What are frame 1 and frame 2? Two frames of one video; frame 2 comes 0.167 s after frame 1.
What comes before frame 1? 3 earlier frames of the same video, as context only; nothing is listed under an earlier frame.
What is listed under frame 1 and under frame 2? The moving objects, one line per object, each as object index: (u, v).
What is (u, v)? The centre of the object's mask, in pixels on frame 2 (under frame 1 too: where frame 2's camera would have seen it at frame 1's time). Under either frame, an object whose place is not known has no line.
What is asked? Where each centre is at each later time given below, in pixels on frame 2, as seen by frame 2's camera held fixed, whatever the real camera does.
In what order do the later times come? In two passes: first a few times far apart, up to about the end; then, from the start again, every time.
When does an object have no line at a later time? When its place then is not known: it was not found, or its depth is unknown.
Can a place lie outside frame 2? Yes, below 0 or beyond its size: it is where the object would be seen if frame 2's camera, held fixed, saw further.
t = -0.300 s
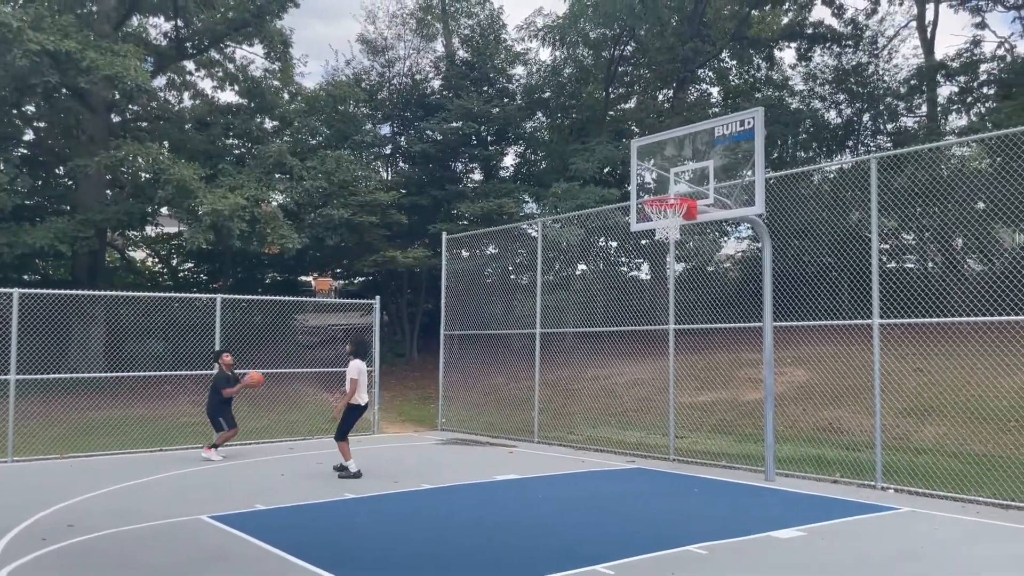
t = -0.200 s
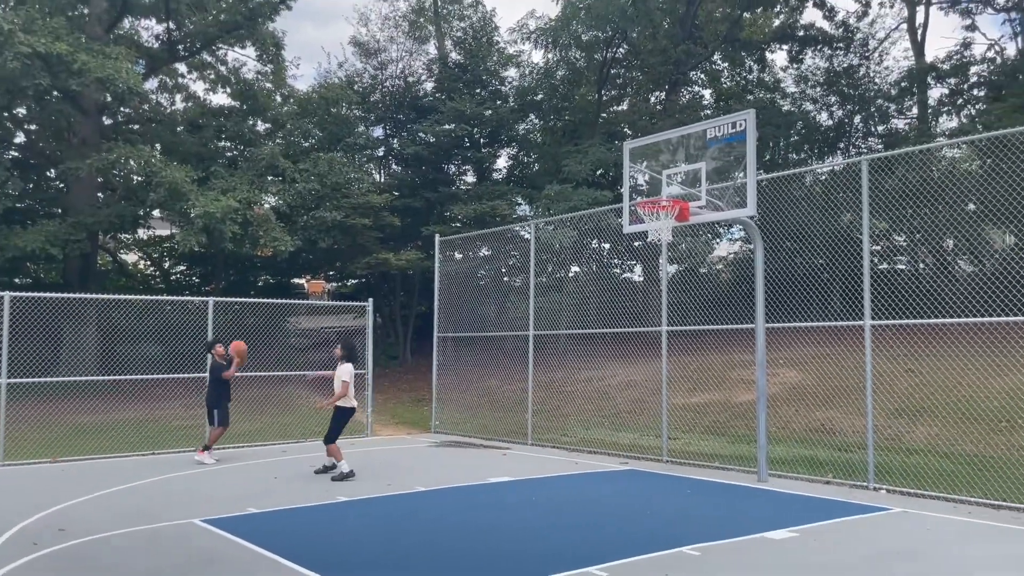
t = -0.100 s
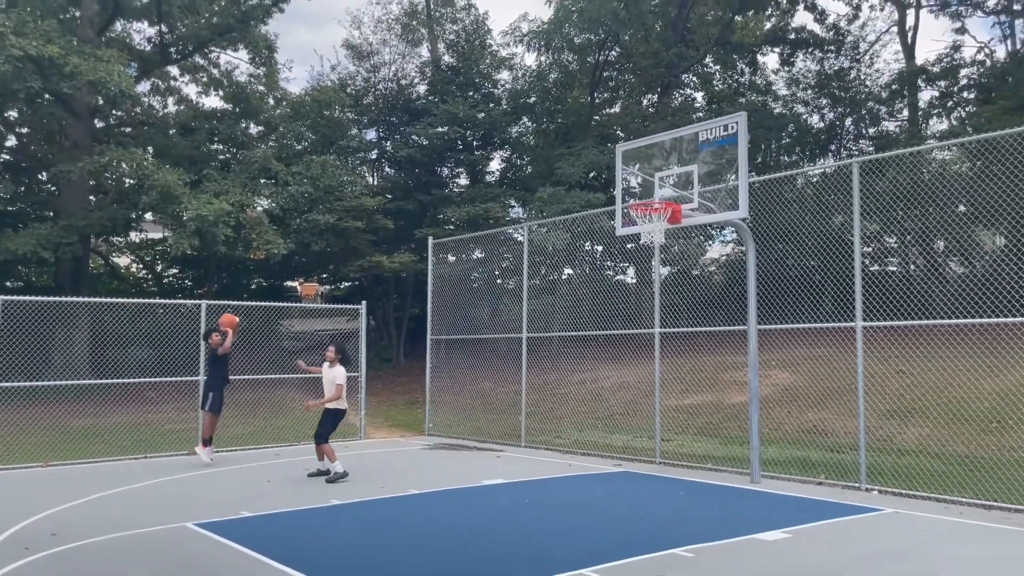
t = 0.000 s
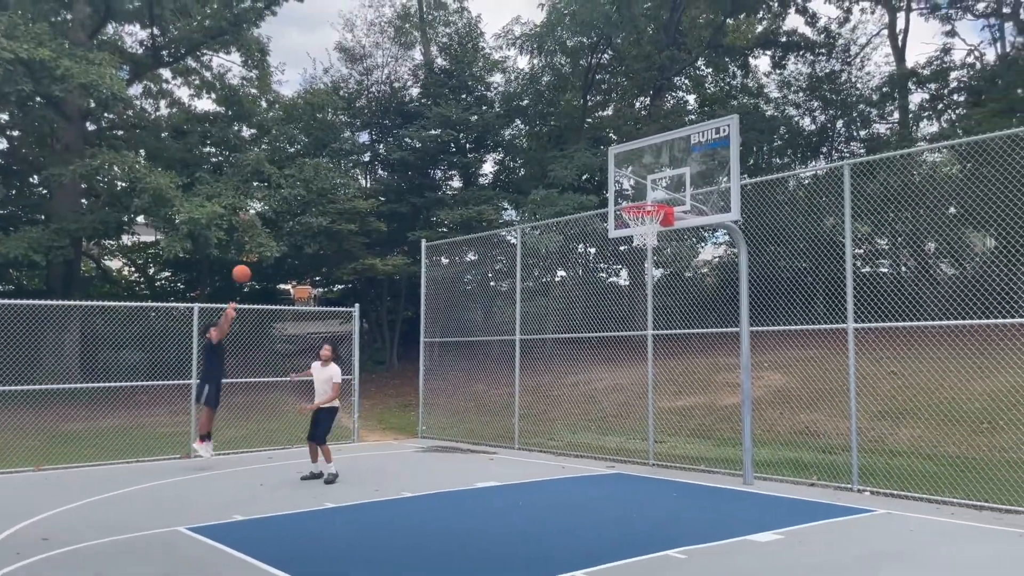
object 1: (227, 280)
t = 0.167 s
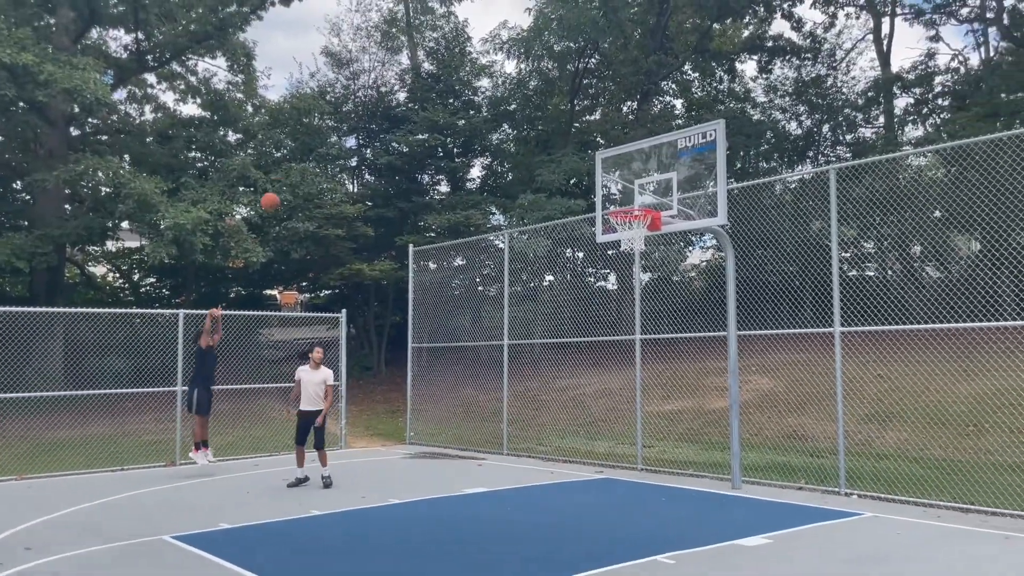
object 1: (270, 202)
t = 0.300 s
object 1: (305, 152)
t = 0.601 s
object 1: (389, 85)
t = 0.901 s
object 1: (481, 82)
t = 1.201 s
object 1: (588, 159)
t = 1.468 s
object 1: (660, 186)
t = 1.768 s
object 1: (630, 189)
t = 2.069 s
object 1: (596, 279)
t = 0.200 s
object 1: (279, 189)
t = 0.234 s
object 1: (287, 176)
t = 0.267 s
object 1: (296, 164)
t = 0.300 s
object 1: (305, 152)
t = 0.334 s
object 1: (314, 142)
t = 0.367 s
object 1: (322, 132)
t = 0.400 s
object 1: (332, 122)
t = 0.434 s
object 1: (342, 114)
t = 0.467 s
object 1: (351, 107)
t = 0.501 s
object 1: (361, 100)
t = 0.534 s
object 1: (370, 94)
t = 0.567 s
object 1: (379, 89)
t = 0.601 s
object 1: (389, 85)
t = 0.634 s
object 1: (399, 80)
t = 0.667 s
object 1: (409, 77)
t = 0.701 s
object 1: (419, 76)
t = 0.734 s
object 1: (429, 75)
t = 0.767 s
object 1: (439, 74)
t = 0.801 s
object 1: (450, 75)
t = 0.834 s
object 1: (460, 76)
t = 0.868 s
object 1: (471, 78)
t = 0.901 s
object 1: (481, 82)
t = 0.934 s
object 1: (493, 86)
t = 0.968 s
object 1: (504, 91)
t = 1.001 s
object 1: (516, 97)
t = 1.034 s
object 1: (527, 105)
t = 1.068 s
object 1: (540, 114)
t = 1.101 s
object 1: (551, 124)
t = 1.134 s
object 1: (564, 134)
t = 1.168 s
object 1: (576, 146)
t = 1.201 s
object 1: (588, 159)
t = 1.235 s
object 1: (601, 173)
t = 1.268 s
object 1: (613, 188)
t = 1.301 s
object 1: (625, 202)
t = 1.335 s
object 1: (633, 198)
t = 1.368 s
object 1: (640, 194)
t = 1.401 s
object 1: (646, 191)
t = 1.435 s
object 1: (653, 188)
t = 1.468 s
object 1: (660, 186)
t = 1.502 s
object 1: (659, 184)
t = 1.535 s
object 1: (656, 181)
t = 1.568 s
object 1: (652, 179)
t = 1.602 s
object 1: (648, 178)
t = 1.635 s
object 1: (644, 178)
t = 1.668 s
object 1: (641, 180)
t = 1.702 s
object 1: (637, 182)
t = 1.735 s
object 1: (634, 185)
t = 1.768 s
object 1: (630, 189)
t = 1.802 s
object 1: (626, 195)
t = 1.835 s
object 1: (623, 201)
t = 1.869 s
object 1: (618, 209)
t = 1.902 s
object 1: (614, 219)
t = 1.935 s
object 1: (611, 228)
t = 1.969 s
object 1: (607, 238)
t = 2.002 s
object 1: (604, 251)
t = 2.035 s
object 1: (600, 264)
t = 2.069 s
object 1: (596, 279)
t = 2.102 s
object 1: (592, 295)
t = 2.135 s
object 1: (588, 312)
